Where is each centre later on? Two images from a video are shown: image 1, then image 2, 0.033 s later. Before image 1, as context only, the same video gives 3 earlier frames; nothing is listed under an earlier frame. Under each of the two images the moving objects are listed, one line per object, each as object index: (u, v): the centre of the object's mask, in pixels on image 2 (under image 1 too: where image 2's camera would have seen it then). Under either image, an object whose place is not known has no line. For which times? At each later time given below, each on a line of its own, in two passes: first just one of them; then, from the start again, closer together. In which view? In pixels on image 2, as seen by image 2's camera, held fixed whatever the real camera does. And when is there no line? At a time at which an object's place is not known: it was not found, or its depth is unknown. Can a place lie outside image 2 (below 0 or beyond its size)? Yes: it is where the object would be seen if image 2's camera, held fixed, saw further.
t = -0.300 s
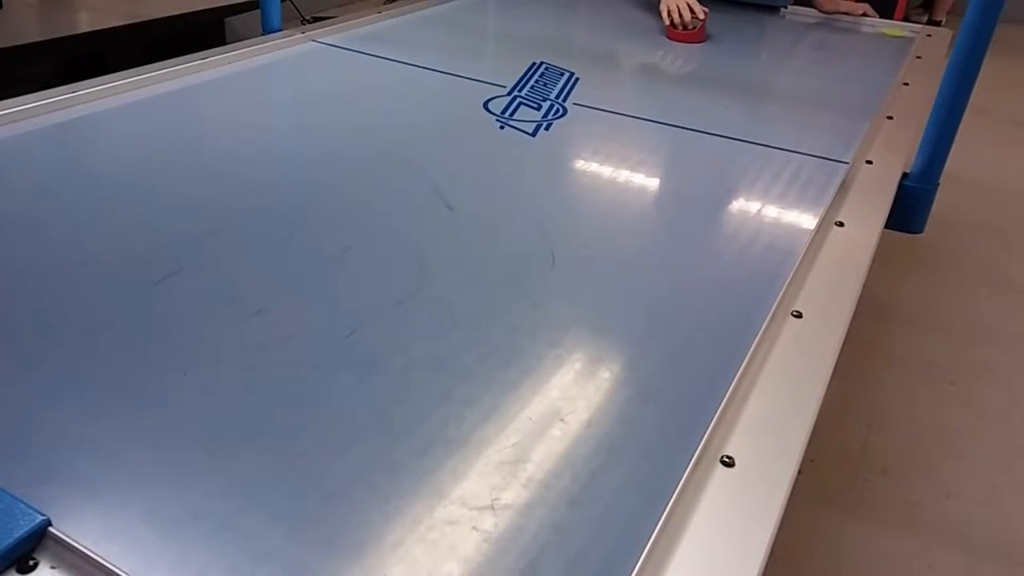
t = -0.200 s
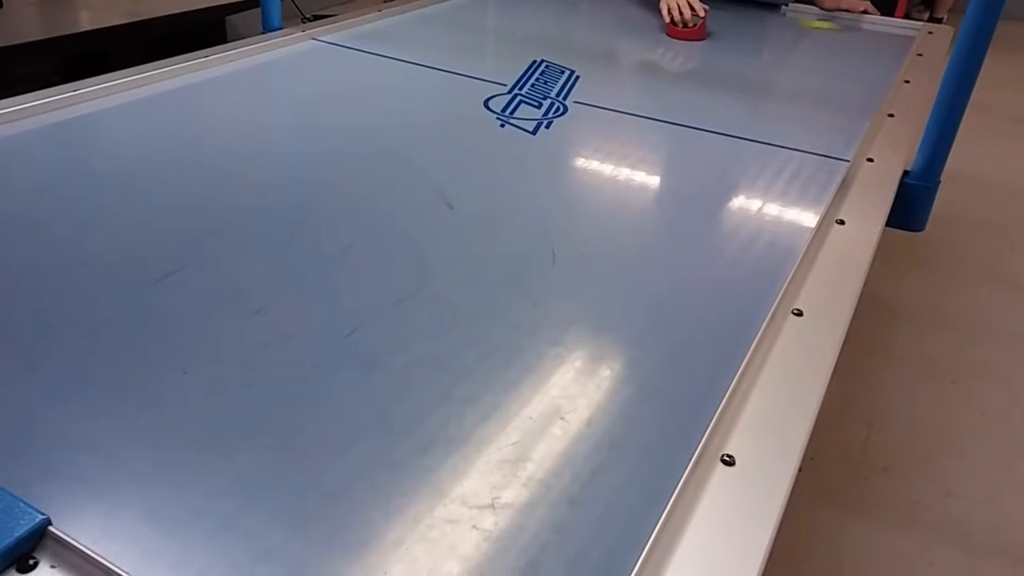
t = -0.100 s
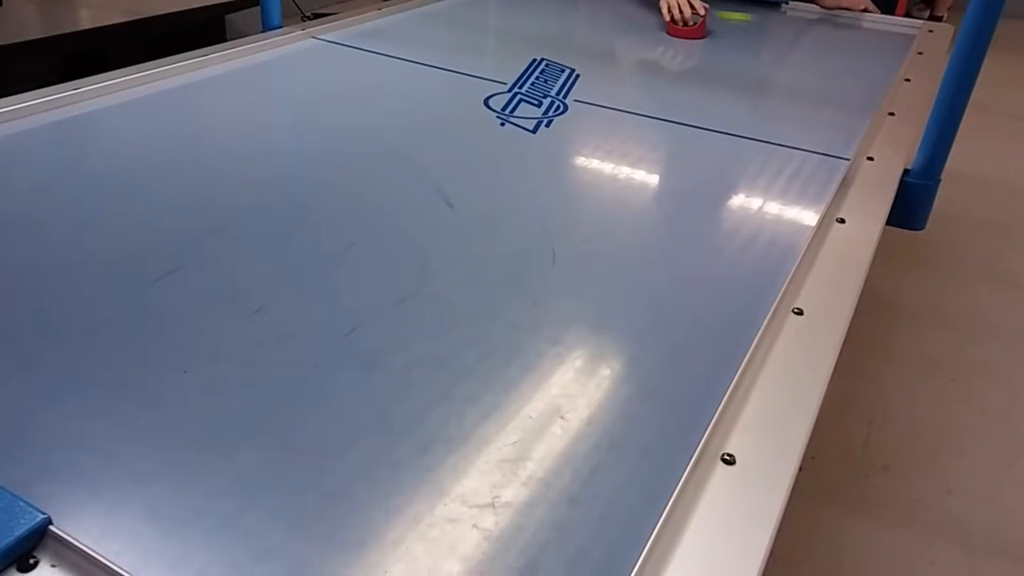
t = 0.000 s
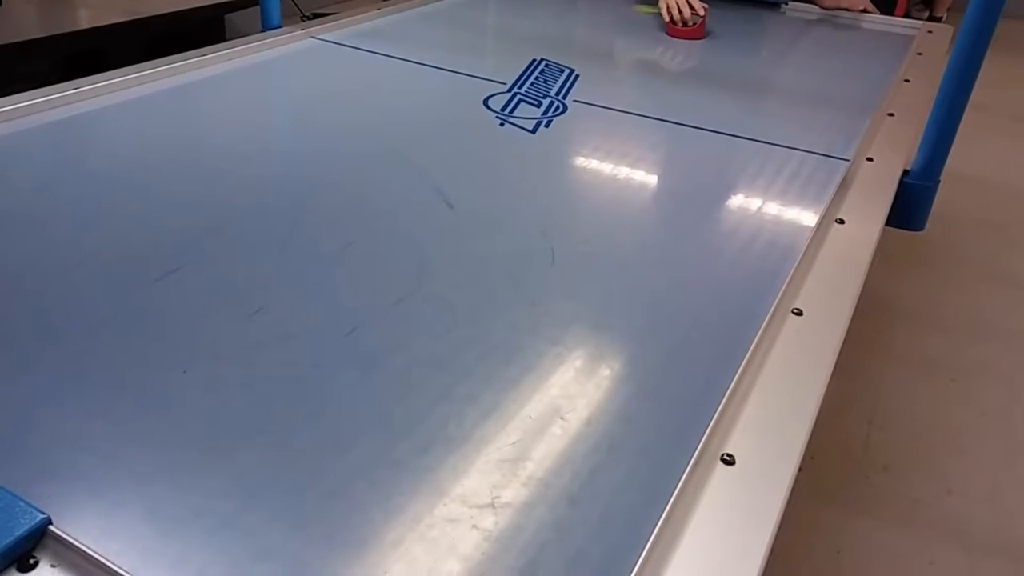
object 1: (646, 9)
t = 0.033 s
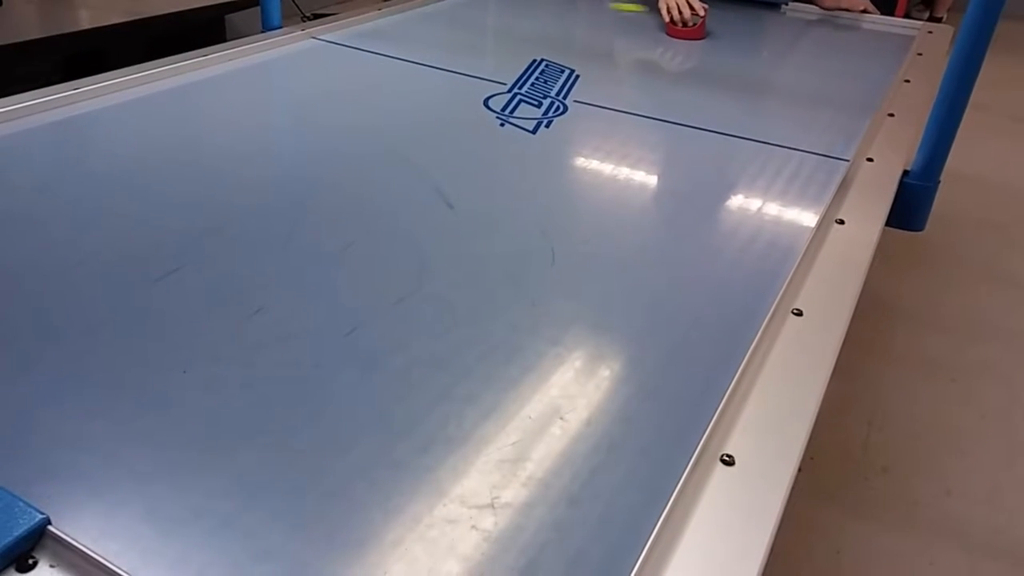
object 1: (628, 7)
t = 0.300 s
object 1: (518, 3)
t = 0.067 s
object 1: (601, 4)
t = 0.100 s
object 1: (576, 3)
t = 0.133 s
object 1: (552, 1)
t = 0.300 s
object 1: (518, 3)
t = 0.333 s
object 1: (534, 7)
